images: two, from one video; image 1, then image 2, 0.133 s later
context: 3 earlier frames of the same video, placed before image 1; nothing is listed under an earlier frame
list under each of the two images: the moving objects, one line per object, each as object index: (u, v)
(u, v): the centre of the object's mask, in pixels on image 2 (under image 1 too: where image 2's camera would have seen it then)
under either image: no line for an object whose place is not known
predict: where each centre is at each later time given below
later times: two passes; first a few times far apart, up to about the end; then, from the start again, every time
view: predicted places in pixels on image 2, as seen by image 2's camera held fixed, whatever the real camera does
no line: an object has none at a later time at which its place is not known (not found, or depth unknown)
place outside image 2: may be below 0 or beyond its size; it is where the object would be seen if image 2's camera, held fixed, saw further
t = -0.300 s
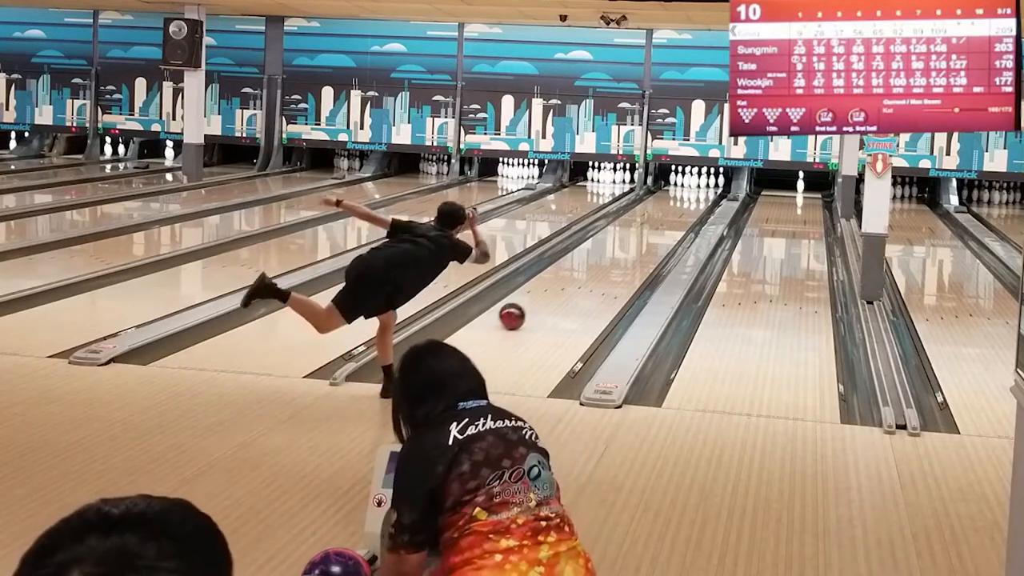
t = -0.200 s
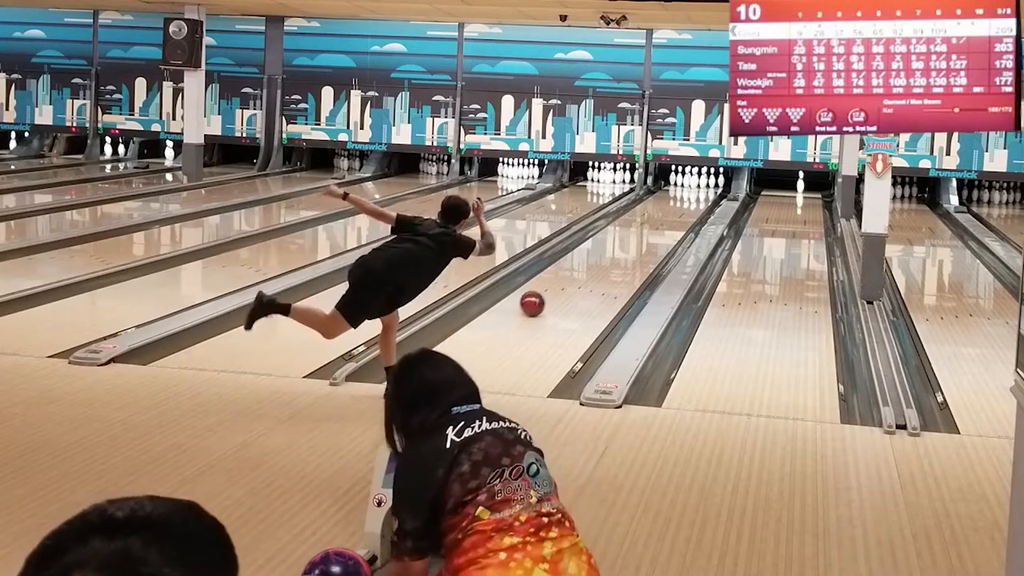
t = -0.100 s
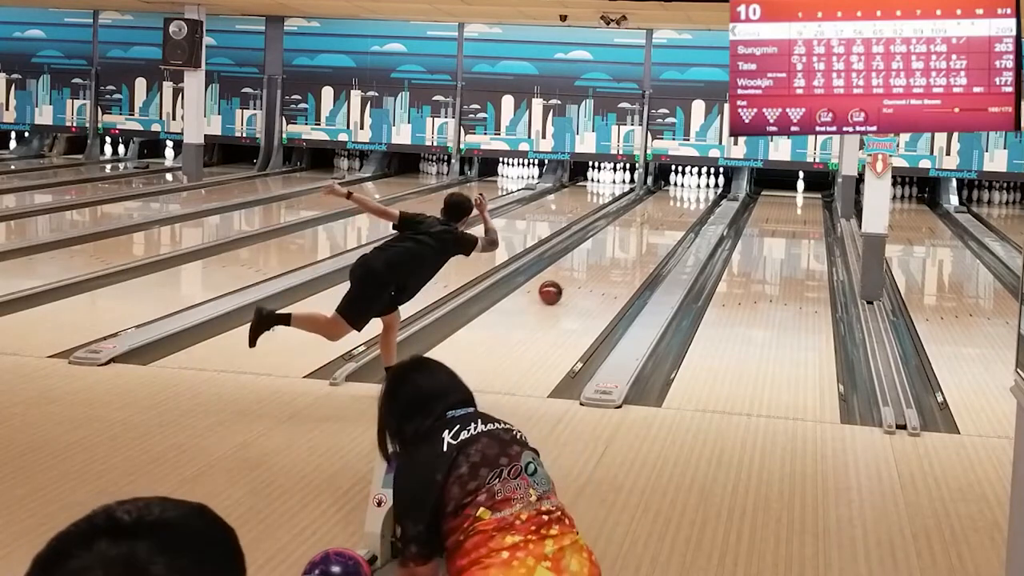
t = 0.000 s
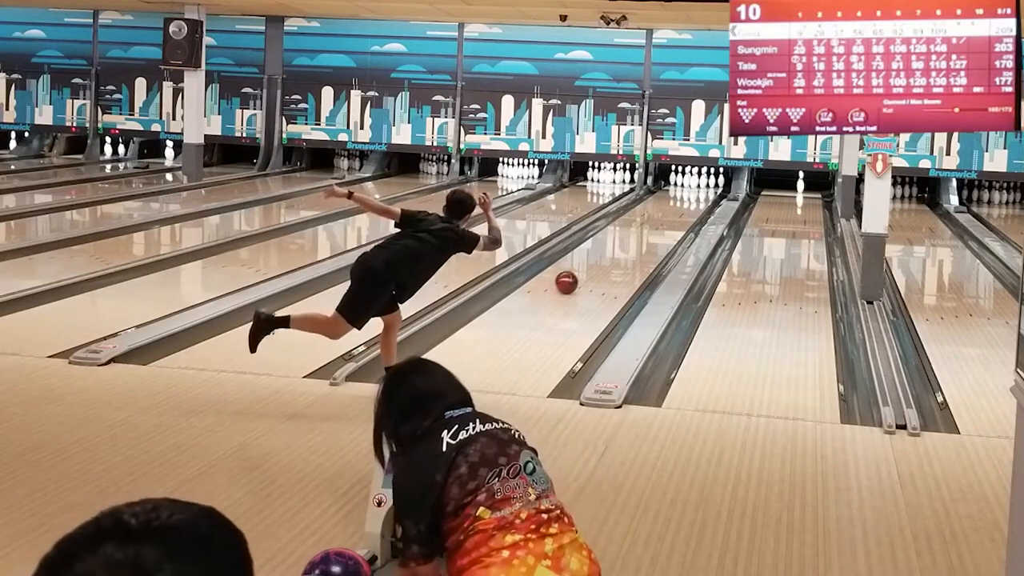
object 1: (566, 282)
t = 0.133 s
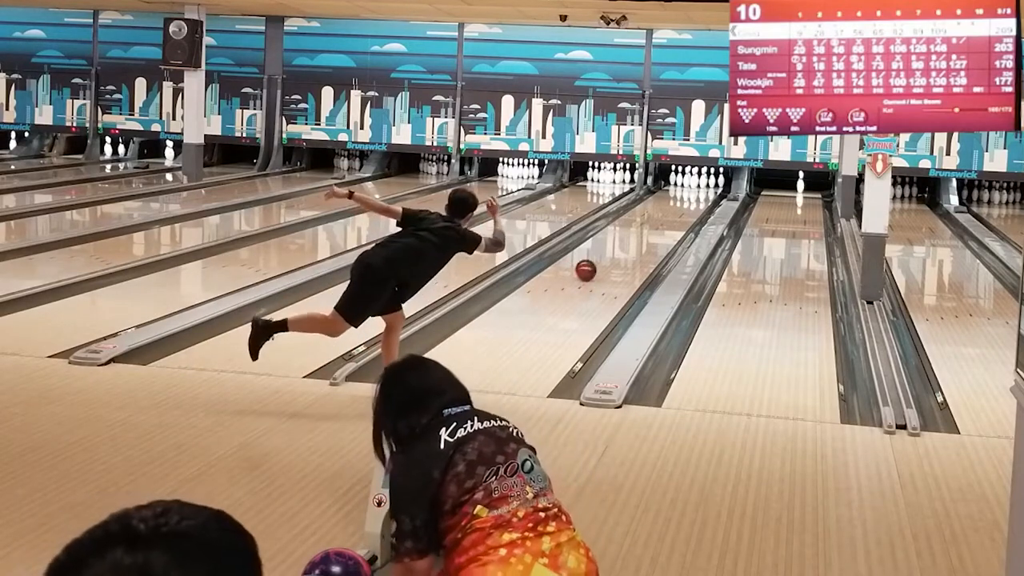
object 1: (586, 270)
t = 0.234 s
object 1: (598, 262)
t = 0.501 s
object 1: (627, 244)
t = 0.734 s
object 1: (648, 230)
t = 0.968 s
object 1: (664, 219)
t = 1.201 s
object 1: (678, 210)
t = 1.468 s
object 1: (690, 201)
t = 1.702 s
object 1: (695, 195)
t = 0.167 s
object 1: (590, 267)
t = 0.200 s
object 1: (594, 265)
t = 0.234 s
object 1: (598, 262)
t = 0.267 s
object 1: (602, 259)
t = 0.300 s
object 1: (606, 257)
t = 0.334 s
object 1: (610, 254)
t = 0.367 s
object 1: (614, 252)
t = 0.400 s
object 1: (617, 250)
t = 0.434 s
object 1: (621, 248)
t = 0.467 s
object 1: (624, 246)
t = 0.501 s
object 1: (627, 244)
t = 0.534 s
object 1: (630, 242)
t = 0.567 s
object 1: (634, 240)
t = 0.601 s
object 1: (636, 238)
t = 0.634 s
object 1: (640, 236)
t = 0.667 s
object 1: (642, 234)
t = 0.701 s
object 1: (645, 232)
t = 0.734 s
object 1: (648, 230)
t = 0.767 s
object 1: (650, 229)
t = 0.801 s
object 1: (653, 227)
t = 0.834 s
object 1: (655, 225)
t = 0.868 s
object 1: (658, 224)
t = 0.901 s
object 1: (660, 222)
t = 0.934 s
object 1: (662, 221)
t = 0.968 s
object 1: (664, 219)
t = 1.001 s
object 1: (667, 218)
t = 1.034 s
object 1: (668, 217)
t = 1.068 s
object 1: (671, 215)
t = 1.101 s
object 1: (673, 214)
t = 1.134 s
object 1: (675, 213)
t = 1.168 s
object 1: (676, 211)
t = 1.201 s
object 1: (678, 210)
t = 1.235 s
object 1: (680, 209)
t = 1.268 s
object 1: (682, 208)
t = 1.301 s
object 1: (683, 207)
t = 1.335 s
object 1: (685, 205)
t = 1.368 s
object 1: (686, 204)
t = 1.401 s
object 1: (687, 204)
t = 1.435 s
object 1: (688, 202)
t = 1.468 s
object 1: (690, 201)
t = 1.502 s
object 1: (691, 200)
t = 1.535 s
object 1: (692, 199)
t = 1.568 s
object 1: (693, 199)
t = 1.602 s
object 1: (693, 198)
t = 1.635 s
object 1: (694, 196)
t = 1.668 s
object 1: (695, 196)
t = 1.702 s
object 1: (695, 195)
